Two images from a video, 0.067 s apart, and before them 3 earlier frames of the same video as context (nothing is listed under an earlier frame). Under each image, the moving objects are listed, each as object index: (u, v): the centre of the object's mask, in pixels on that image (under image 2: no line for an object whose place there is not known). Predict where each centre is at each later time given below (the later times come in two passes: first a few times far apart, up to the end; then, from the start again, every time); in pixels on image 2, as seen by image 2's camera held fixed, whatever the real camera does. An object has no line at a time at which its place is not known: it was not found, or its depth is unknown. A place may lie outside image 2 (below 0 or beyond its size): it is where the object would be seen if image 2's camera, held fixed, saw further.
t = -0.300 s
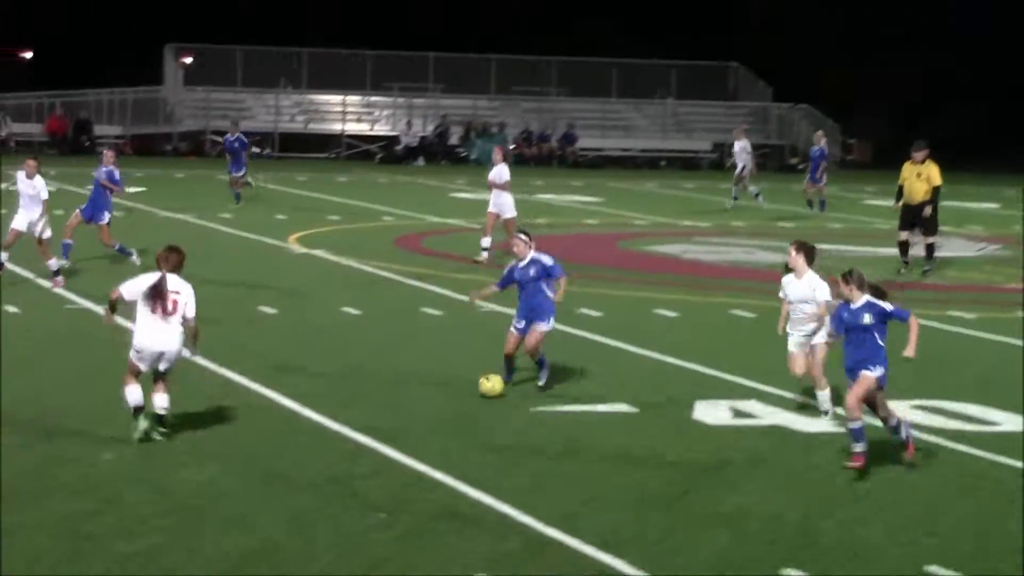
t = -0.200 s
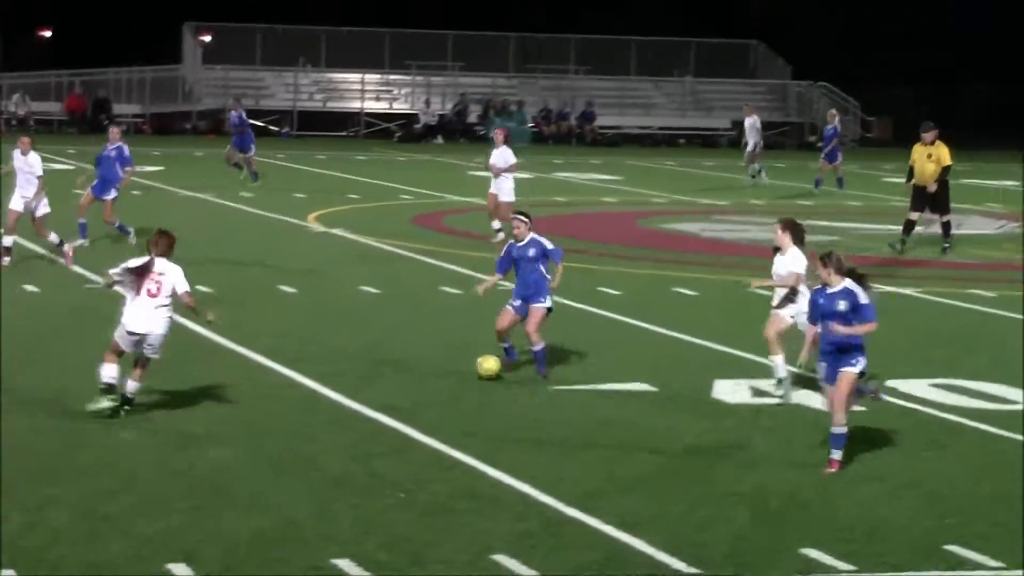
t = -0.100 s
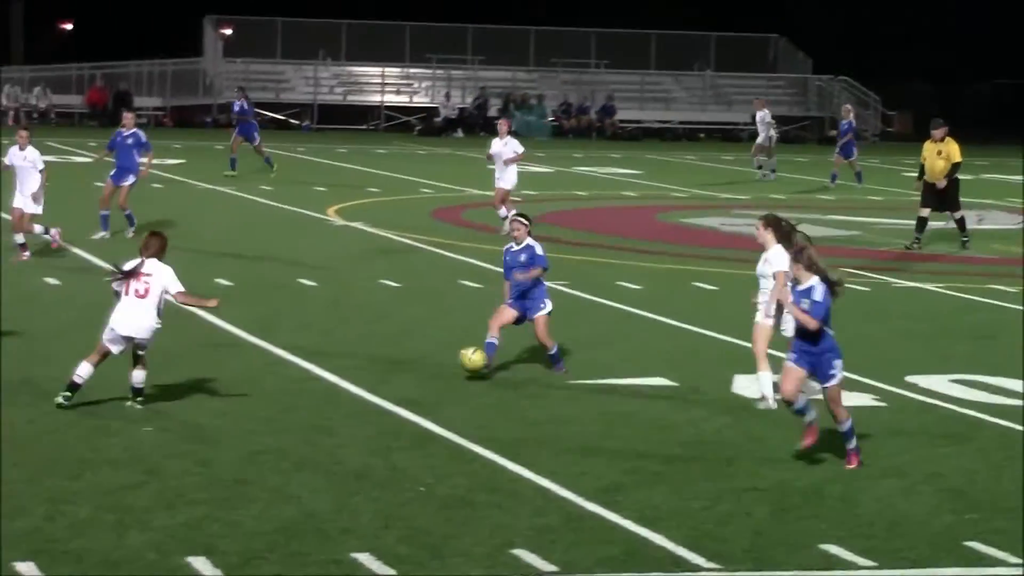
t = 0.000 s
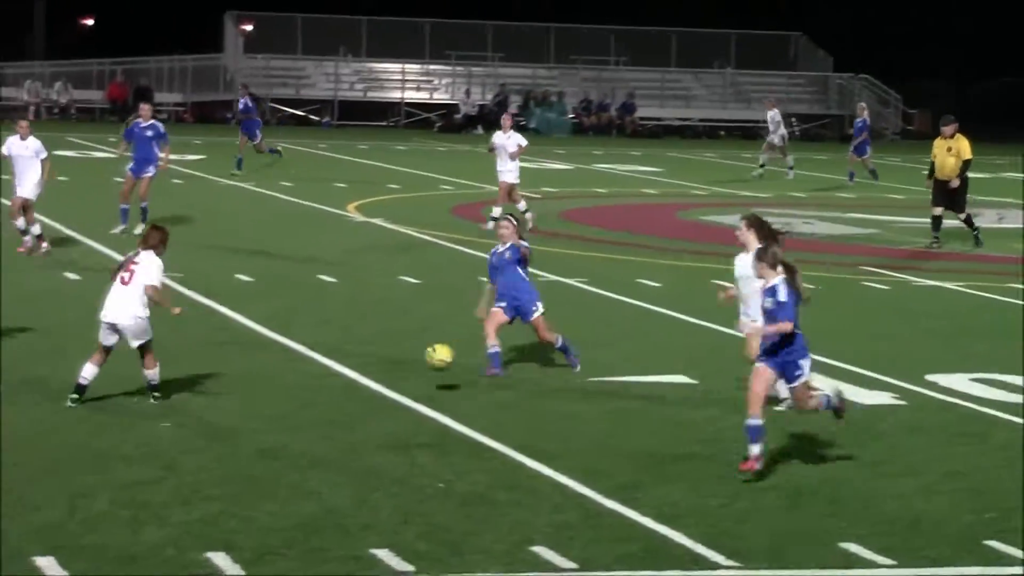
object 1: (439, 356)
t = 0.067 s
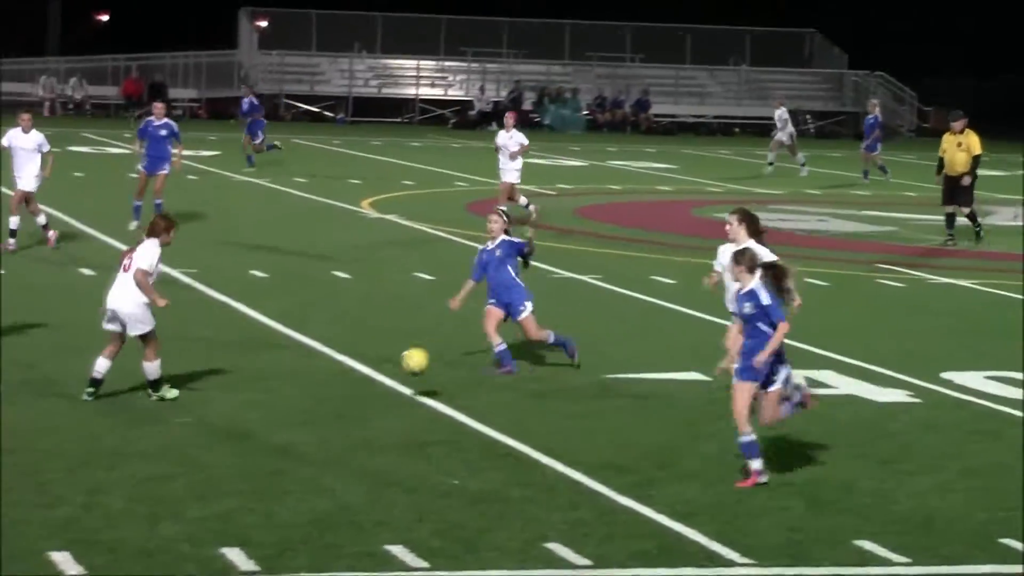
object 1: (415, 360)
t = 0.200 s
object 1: (336, 395)
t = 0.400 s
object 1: (220, 436)
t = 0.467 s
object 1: (182, 449)
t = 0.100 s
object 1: (396, 367)
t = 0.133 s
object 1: (376, 375)
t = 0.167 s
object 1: (356, 385)
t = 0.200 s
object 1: (336, 395)
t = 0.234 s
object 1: (314, 407)
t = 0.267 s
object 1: (292, 422)
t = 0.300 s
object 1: (273, 428)
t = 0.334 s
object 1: (256, 429)
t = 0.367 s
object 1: (238, 431)
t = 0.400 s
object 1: (220, 436)
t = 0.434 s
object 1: (201, 442)
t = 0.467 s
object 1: (182, 449)
